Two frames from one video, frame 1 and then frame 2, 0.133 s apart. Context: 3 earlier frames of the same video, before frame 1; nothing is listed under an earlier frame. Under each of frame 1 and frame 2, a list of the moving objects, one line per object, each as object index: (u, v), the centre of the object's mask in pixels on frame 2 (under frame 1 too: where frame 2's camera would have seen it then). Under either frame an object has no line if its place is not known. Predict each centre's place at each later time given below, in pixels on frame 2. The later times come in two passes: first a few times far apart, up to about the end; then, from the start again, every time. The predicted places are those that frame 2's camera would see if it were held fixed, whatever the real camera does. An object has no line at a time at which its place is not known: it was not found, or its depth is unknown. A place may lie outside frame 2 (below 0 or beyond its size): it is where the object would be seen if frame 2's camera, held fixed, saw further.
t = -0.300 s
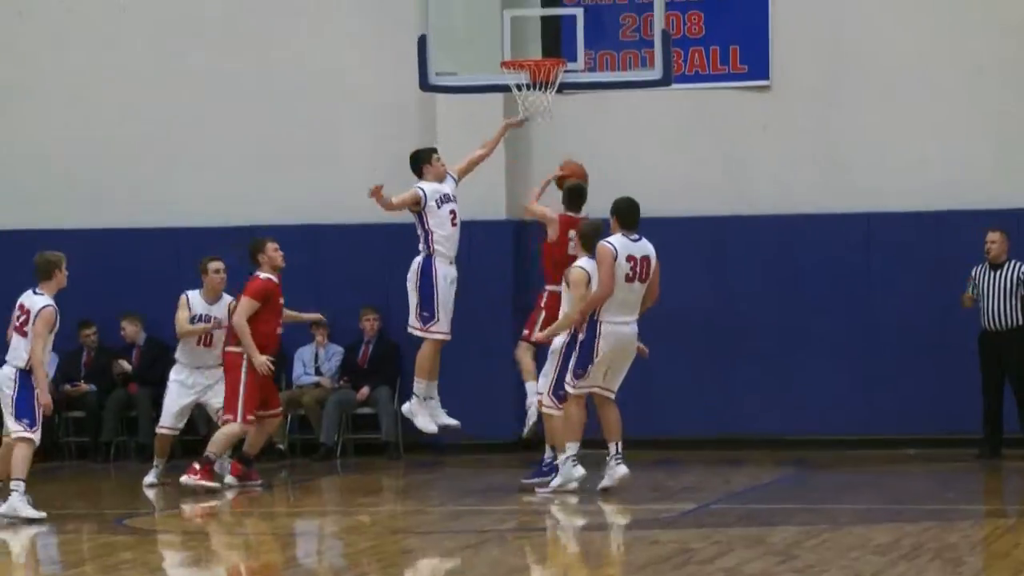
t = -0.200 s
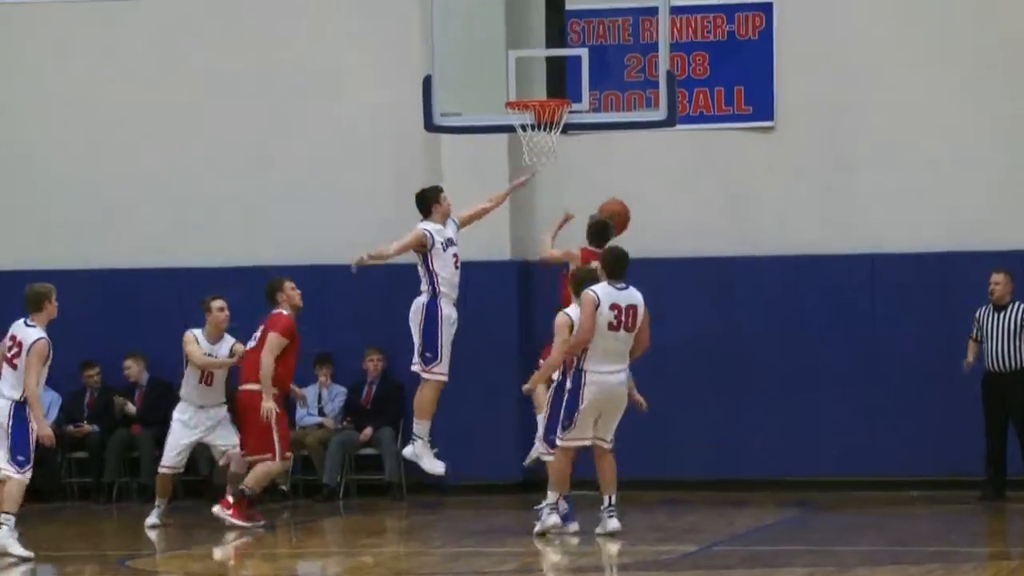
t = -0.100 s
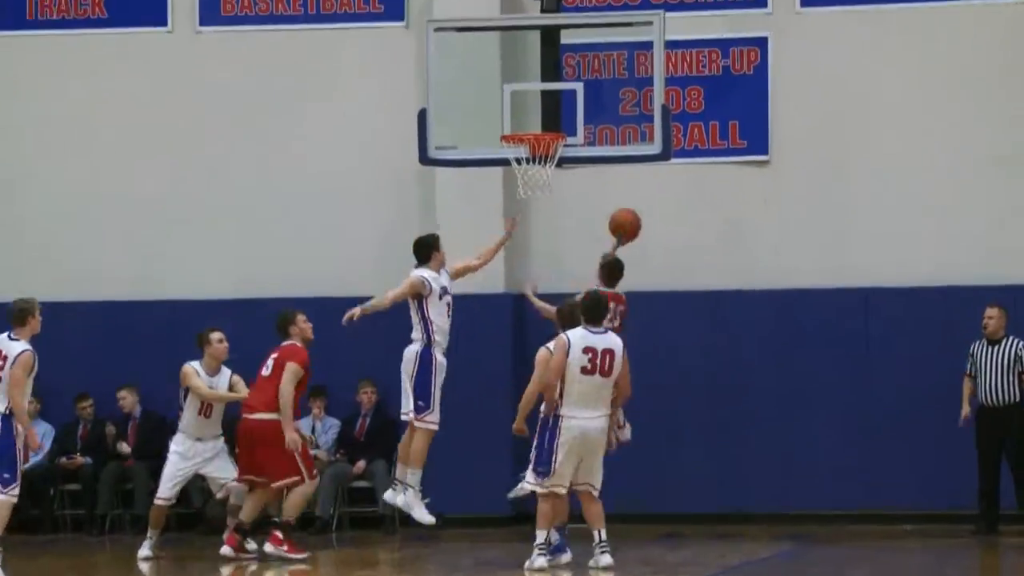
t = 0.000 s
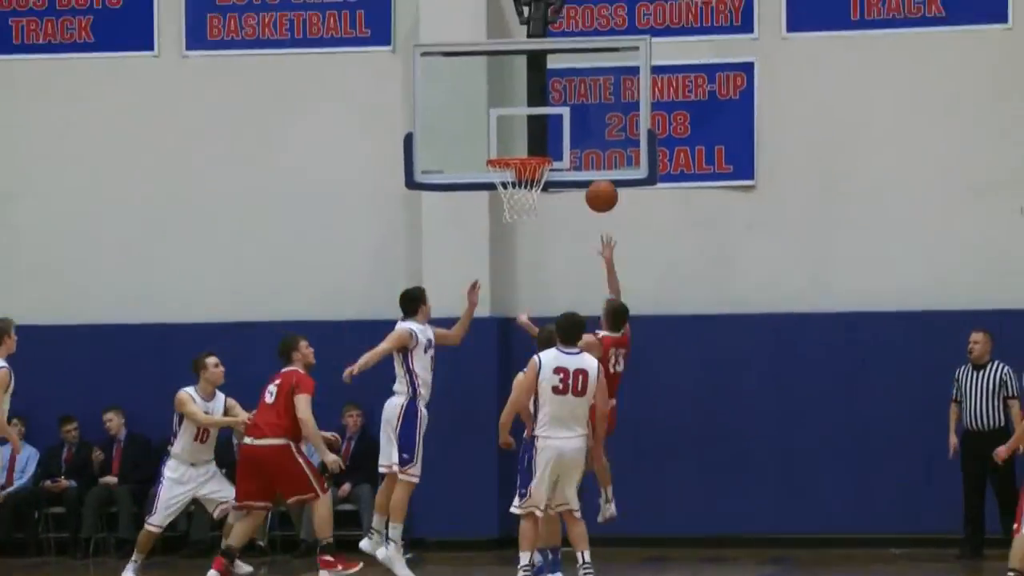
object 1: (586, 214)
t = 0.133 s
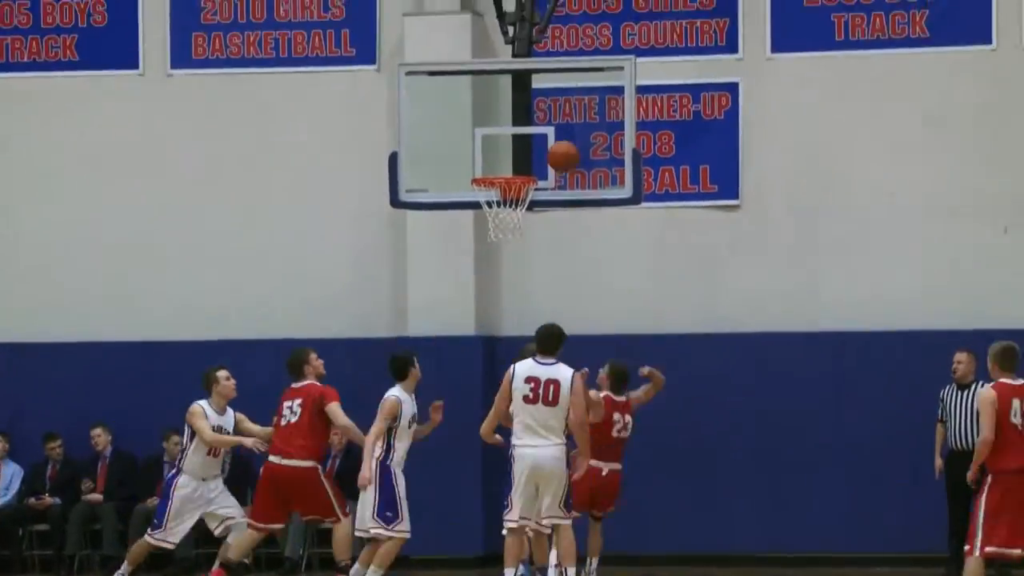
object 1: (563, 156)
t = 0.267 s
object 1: (539, 121)
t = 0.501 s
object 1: (507, 119)
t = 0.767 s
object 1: (508, 167)
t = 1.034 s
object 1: (496, 162)
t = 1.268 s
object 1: (499, 176)
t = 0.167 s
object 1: (557, 146)
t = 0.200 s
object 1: (551, 135)
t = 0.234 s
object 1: (545, 127)
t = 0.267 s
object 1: (539, 121)
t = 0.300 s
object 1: (535, 116)
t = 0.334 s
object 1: (529, 113)
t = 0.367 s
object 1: (526, 111)
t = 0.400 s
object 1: (521, 111)
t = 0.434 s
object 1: (517, 112)
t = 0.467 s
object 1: (513, 115)
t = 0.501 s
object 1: (507, 119)
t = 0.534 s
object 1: (503, 124)
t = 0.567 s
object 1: (499, 131)
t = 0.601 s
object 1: (495, 140)
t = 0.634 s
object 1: (491, 151)
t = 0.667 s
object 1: (487, 161)
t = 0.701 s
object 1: (486, 168)
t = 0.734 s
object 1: (496, 166)
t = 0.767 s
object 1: (508, 167)
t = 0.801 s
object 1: (518, 170)
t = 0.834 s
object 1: (515, 168)
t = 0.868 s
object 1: (509, 166)
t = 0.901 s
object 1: (503, 166)
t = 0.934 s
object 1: (497, 166)
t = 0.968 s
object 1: (495, 166)
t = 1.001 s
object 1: (495, 164)
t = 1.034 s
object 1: (496, 162)
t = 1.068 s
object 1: (496, 161)
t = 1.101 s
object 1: (496, 161)
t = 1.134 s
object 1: (496, 161)
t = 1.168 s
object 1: (497, 161)
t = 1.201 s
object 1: (498, 166)
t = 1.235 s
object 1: (498, 169)
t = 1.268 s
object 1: (499, 176)
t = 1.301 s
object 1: (506, 177)
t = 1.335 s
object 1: (507, 196)
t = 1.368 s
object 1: (511, 198)
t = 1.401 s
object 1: (514, 202)
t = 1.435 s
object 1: (519, 219)
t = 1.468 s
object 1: (519, 226)
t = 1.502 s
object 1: (520, 232)
